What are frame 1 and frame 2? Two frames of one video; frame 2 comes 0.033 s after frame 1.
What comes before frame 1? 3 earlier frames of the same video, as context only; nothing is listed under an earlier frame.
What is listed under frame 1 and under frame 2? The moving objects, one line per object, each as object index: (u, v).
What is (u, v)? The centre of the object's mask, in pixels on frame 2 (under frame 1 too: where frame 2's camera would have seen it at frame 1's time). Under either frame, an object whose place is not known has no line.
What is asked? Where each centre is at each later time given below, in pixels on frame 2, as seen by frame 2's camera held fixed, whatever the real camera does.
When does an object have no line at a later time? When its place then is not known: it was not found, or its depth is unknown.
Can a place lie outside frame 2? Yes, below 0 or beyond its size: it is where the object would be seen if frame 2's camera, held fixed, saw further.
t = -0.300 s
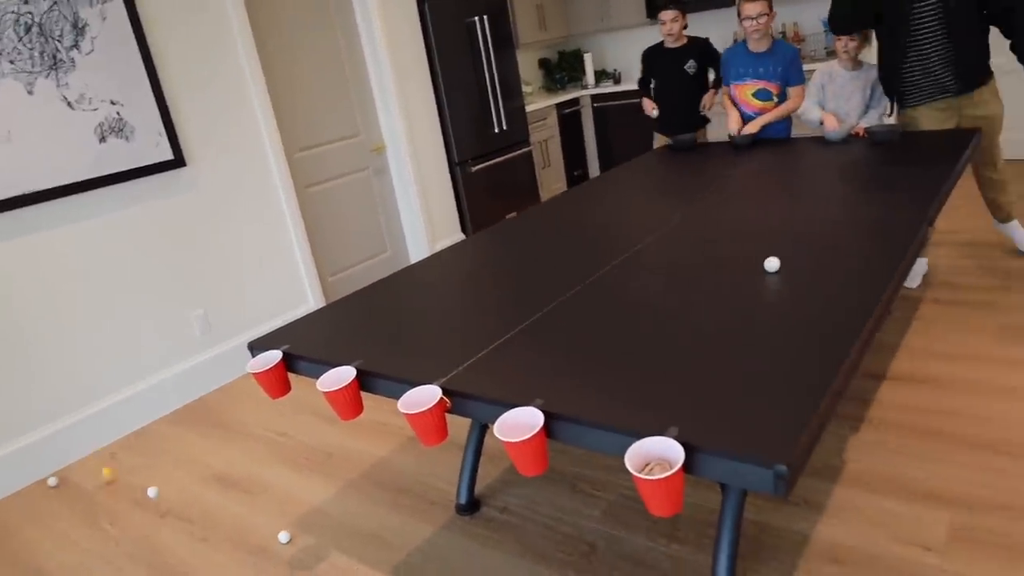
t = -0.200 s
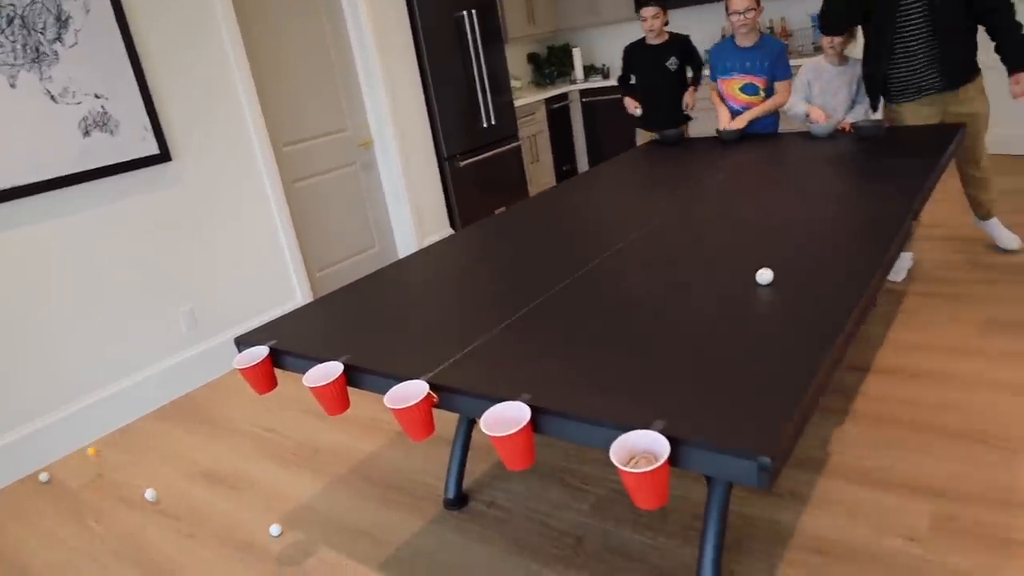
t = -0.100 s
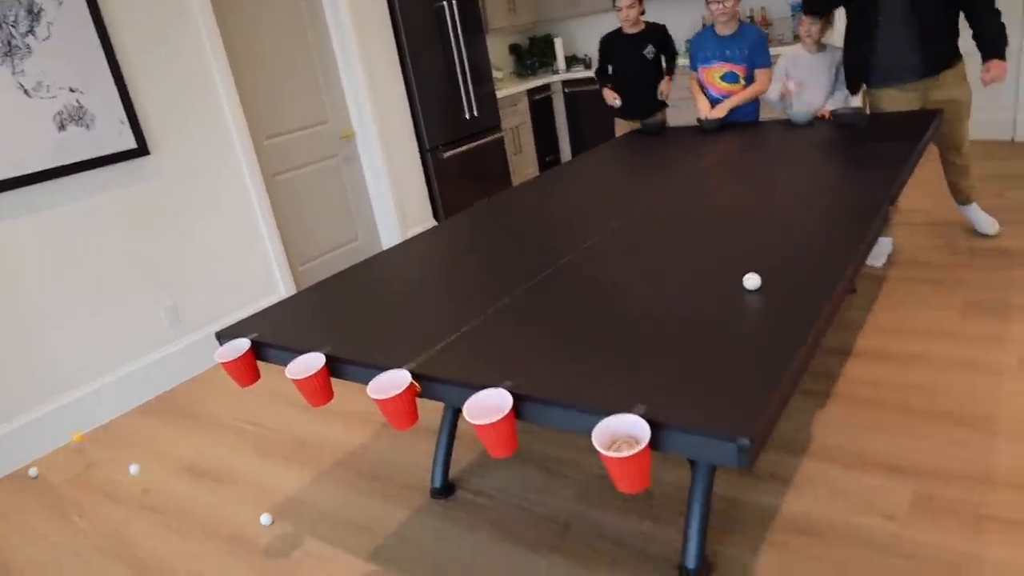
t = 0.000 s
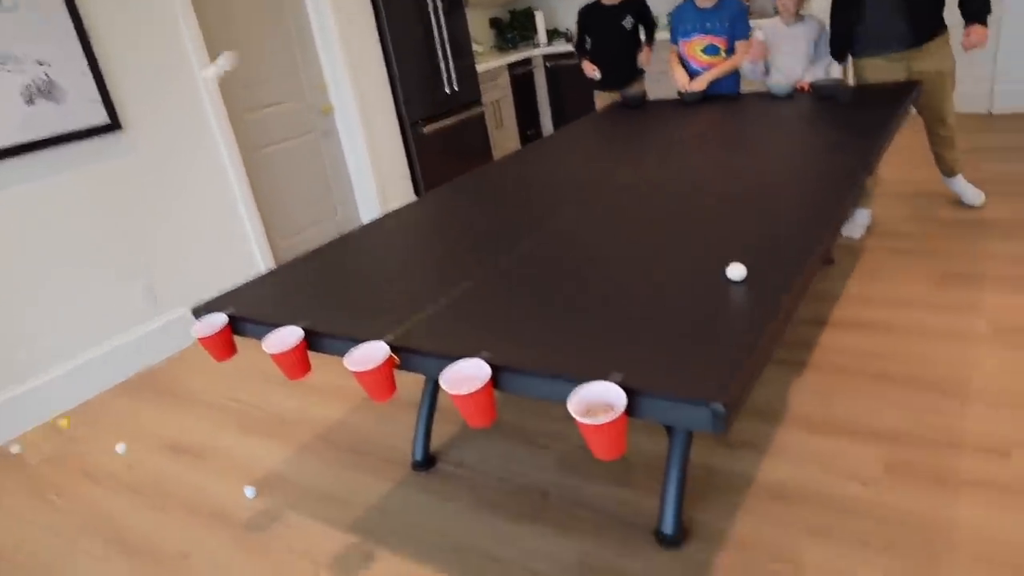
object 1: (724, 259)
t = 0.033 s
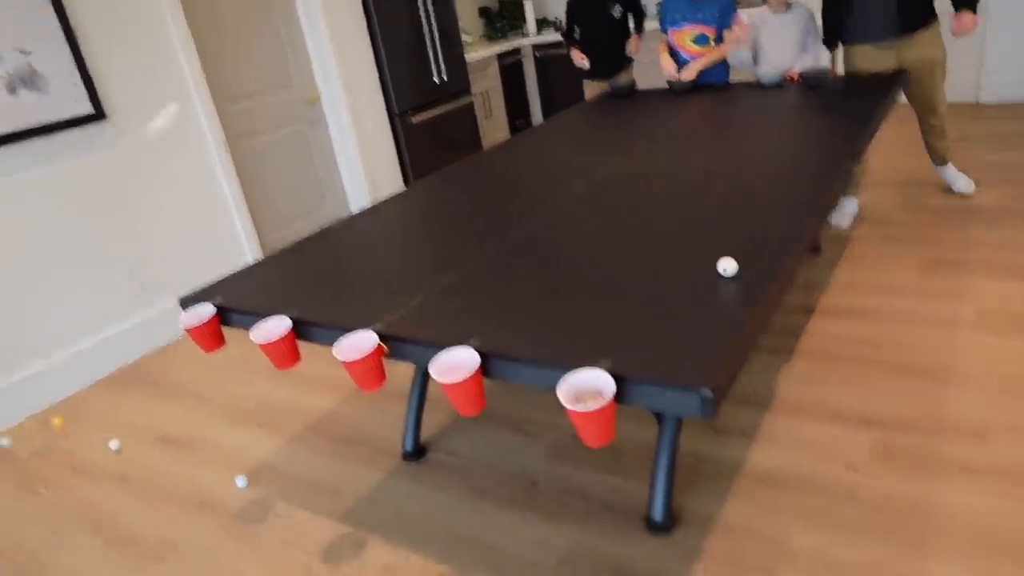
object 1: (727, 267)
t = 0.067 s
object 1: (730, 275)
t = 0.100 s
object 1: (734, 283)
